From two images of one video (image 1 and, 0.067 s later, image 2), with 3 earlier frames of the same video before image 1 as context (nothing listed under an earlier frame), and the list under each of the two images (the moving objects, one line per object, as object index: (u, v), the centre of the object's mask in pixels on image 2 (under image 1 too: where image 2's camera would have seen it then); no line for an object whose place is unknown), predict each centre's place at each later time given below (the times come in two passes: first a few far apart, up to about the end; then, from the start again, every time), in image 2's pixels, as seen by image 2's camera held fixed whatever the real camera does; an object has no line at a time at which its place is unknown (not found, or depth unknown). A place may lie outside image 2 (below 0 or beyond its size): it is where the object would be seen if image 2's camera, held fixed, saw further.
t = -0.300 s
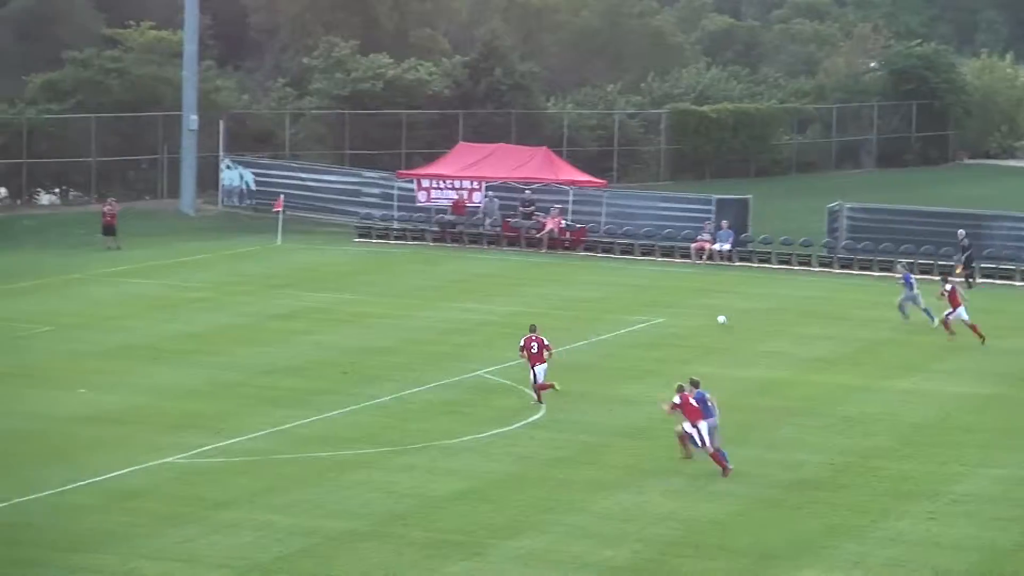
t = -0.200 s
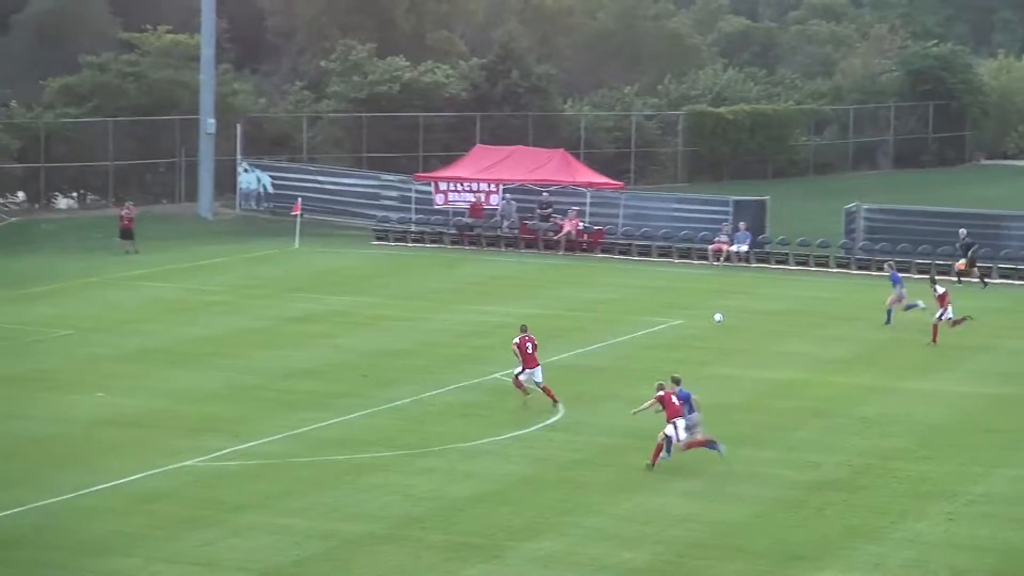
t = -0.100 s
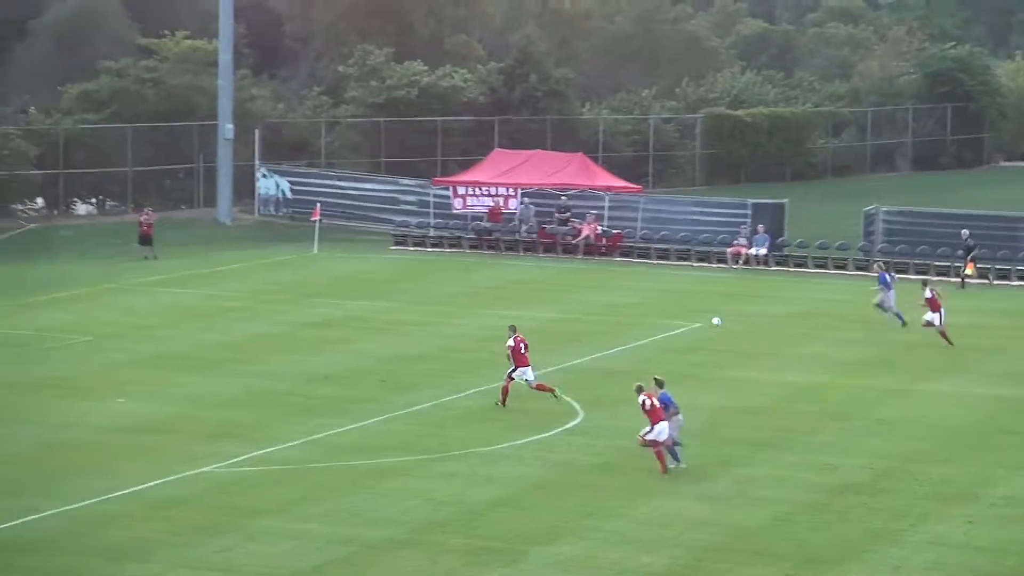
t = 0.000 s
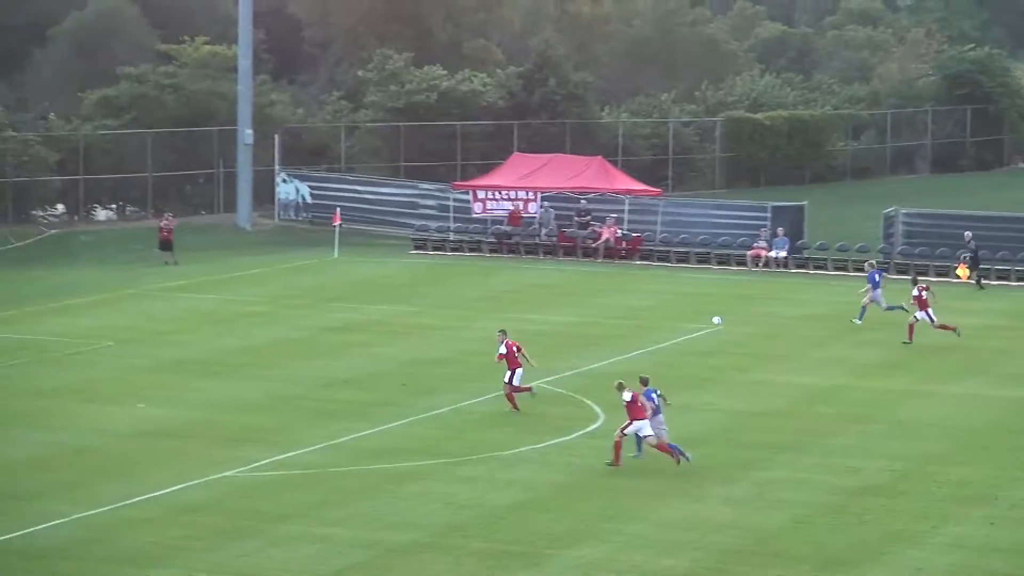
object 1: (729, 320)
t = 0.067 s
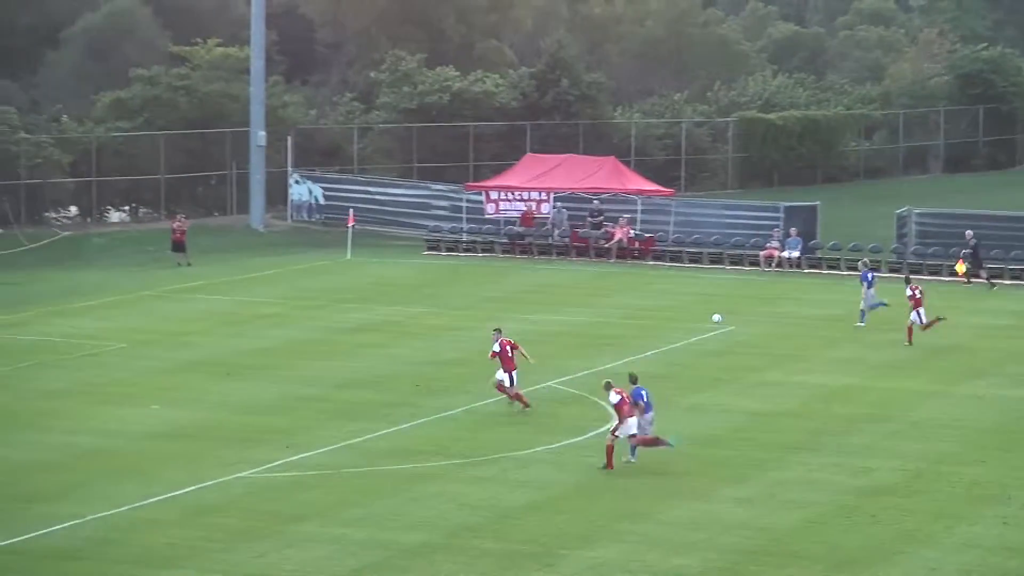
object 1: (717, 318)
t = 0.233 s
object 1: (686, 317)
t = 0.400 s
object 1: (658, 313)
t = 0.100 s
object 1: (711, 317)
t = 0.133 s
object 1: (704, 317)
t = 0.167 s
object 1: (698, 317)
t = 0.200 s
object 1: (692, 318)
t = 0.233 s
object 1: (686, 317)
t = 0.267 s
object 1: (680, 315)
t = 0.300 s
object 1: (675, 314)
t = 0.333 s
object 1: (669, 313)
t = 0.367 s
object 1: (664, 313)
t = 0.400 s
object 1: (658, 313)
